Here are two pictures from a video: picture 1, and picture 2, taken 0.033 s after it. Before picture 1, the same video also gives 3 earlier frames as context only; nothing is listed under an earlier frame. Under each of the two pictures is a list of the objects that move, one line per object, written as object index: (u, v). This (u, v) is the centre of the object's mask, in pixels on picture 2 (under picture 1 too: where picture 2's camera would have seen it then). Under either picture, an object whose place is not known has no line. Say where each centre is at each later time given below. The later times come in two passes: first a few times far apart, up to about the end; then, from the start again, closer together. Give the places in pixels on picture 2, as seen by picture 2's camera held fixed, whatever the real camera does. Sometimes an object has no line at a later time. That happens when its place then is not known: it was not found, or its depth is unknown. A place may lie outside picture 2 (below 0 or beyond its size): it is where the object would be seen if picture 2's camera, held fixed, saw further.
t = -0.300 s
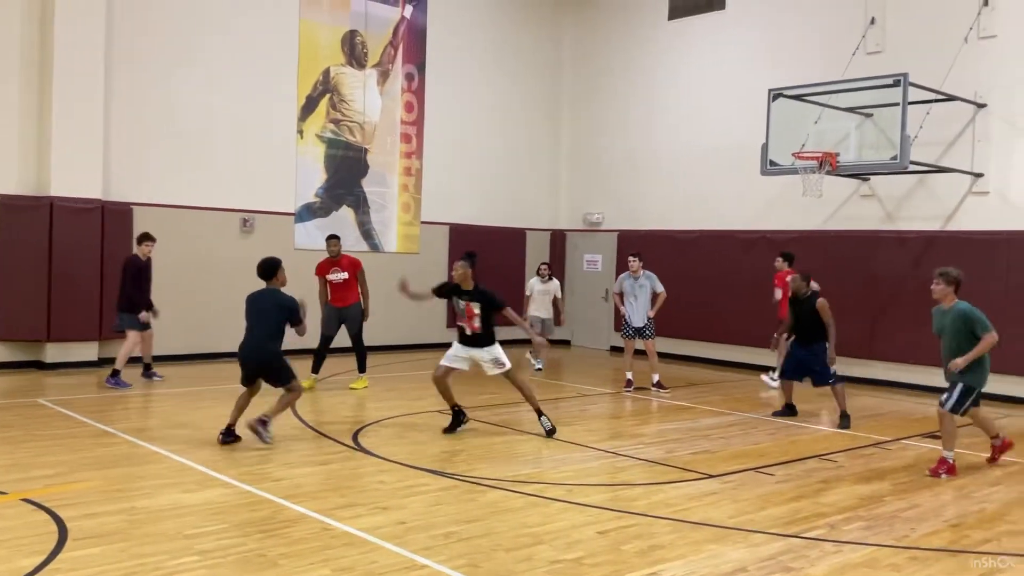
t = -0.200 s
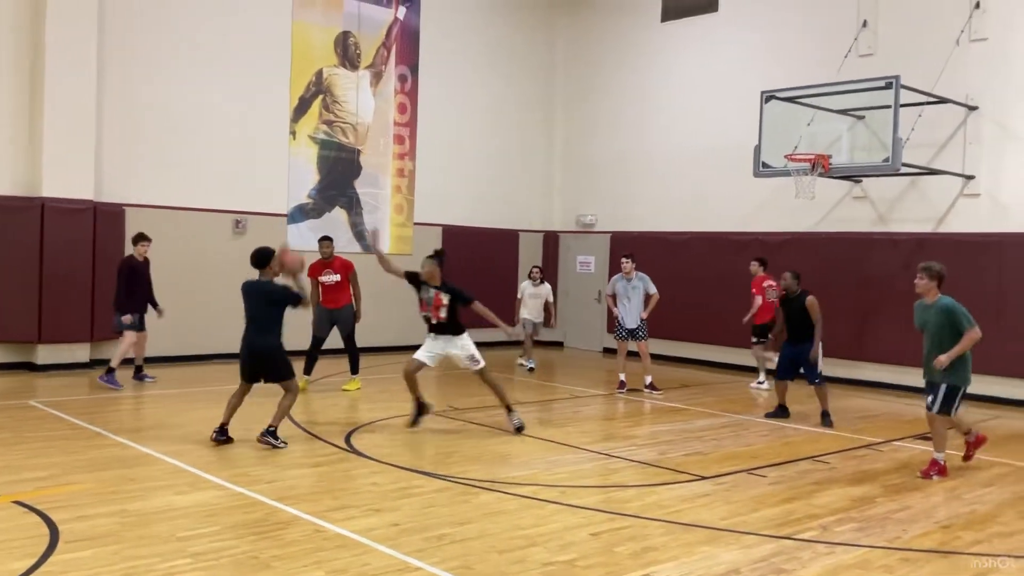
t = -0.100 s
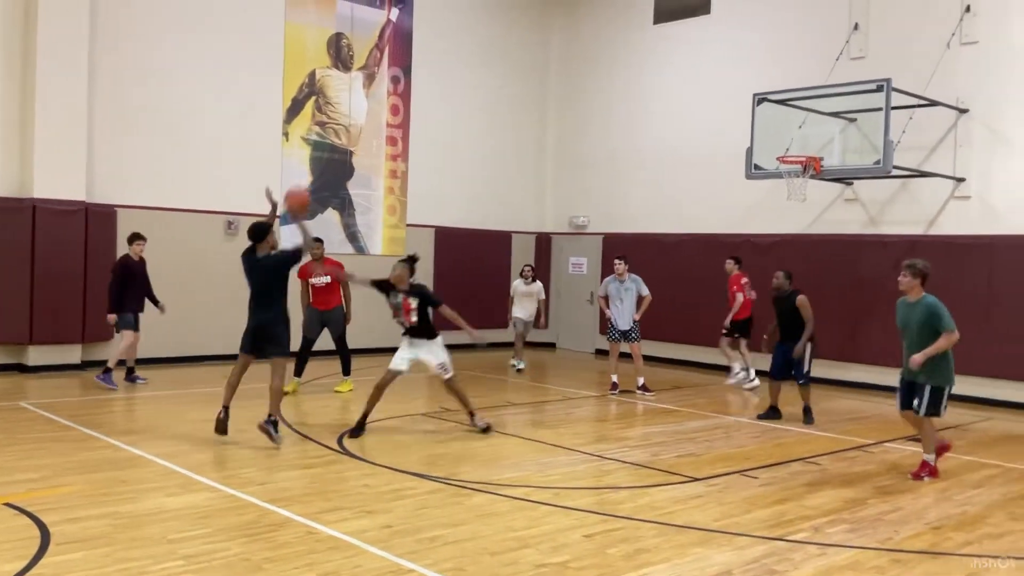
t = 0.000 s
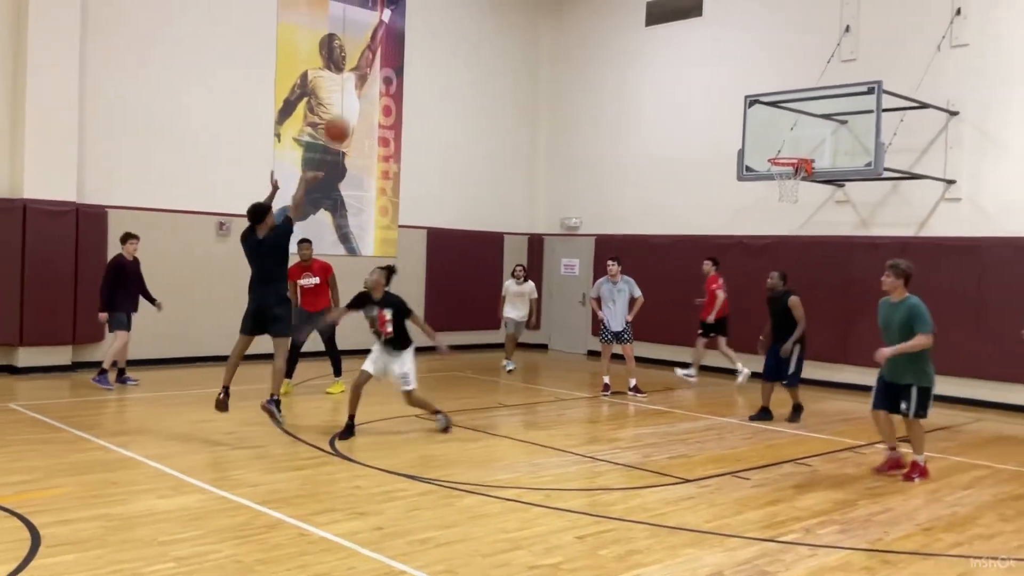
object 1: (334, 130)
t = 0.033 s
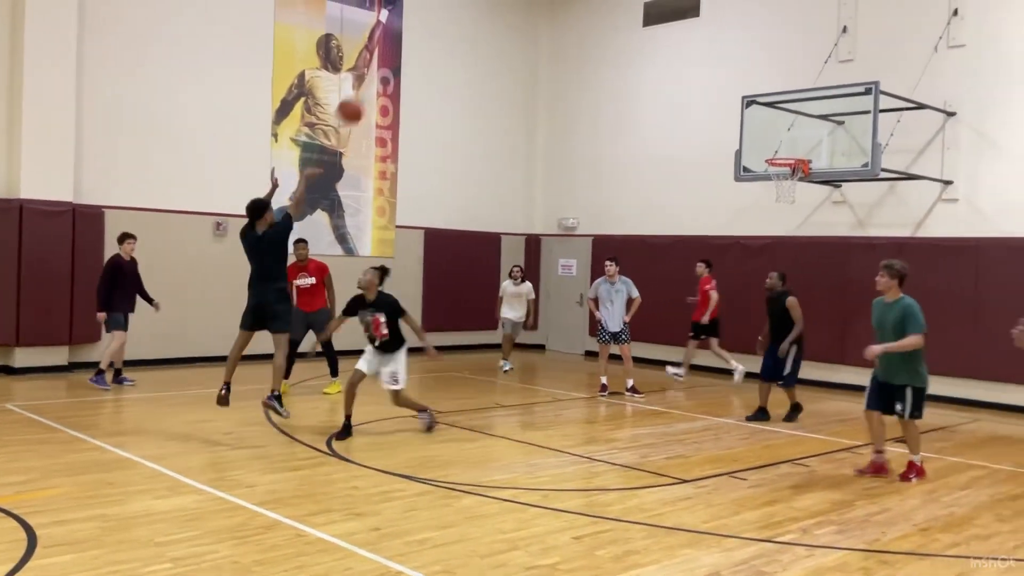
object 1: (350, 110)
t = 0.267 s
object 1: (460, 9)
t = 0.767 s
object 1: (640, -2)
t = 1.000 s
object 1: (707, 56)
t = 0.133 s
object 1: (400, 58)
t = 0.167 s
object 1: (415, 44)
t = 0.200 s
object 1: (430, 31)
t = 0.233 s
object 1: (445, 19)
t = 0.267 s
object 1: (460, 9)
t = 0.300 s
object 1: (474, 4)
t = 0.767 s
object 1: (640, -2)
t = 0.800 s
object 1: (651, 1)
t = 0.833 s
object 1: (660, 5)
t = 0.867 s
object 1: (671, 14)
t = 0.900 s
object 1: (680, 23)
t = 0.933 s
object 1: (689, 33)
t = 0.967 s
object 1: (697, 44)
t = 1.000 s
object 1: (707, 56)
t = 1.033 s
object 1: (716, 68)
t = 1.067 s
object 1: (724, 81)
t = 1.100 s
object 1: (733, 95)
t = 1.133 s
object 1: (741, 109)
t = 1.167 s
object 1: (749, 124)
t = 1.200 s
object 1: (757, 140)
